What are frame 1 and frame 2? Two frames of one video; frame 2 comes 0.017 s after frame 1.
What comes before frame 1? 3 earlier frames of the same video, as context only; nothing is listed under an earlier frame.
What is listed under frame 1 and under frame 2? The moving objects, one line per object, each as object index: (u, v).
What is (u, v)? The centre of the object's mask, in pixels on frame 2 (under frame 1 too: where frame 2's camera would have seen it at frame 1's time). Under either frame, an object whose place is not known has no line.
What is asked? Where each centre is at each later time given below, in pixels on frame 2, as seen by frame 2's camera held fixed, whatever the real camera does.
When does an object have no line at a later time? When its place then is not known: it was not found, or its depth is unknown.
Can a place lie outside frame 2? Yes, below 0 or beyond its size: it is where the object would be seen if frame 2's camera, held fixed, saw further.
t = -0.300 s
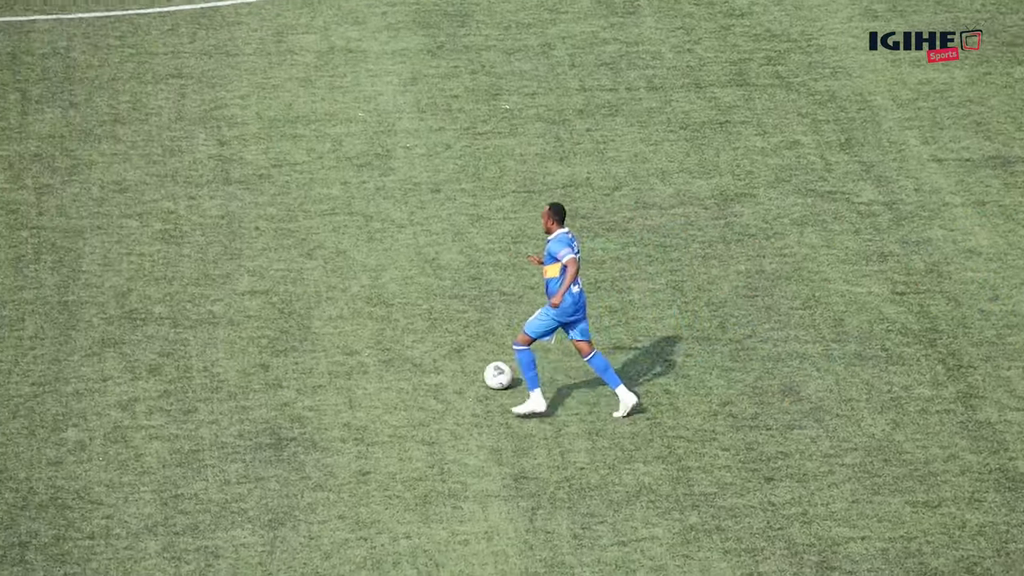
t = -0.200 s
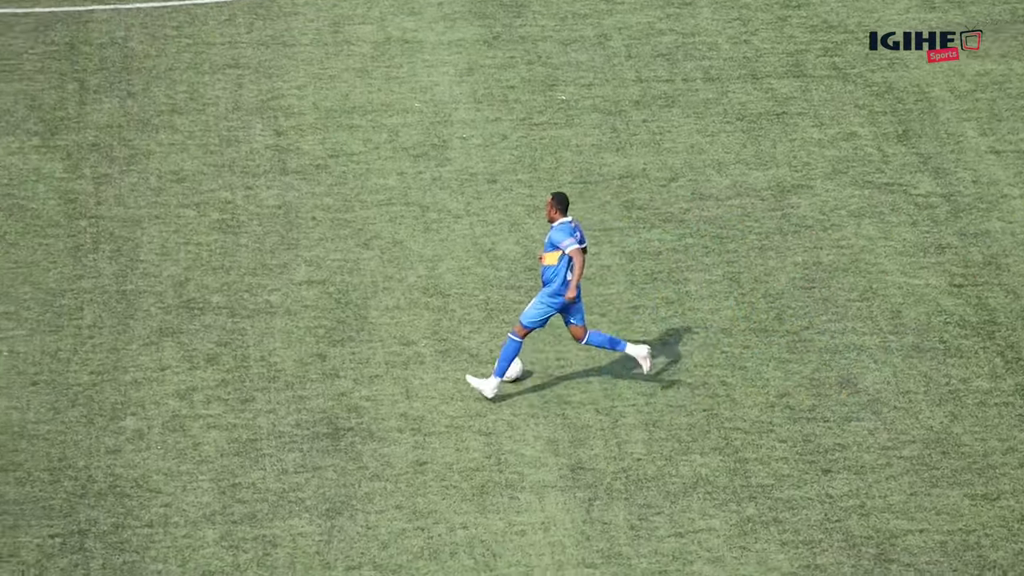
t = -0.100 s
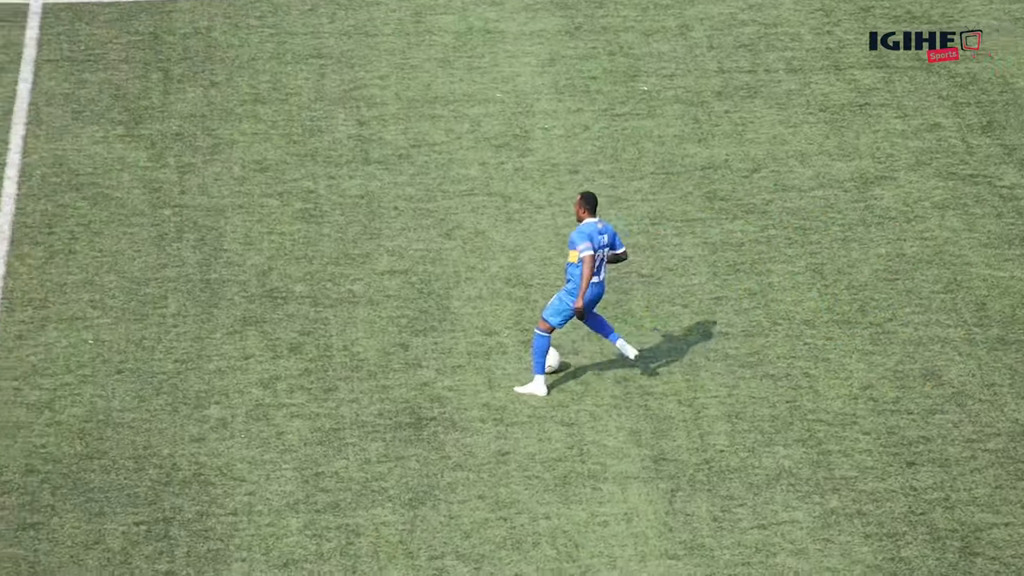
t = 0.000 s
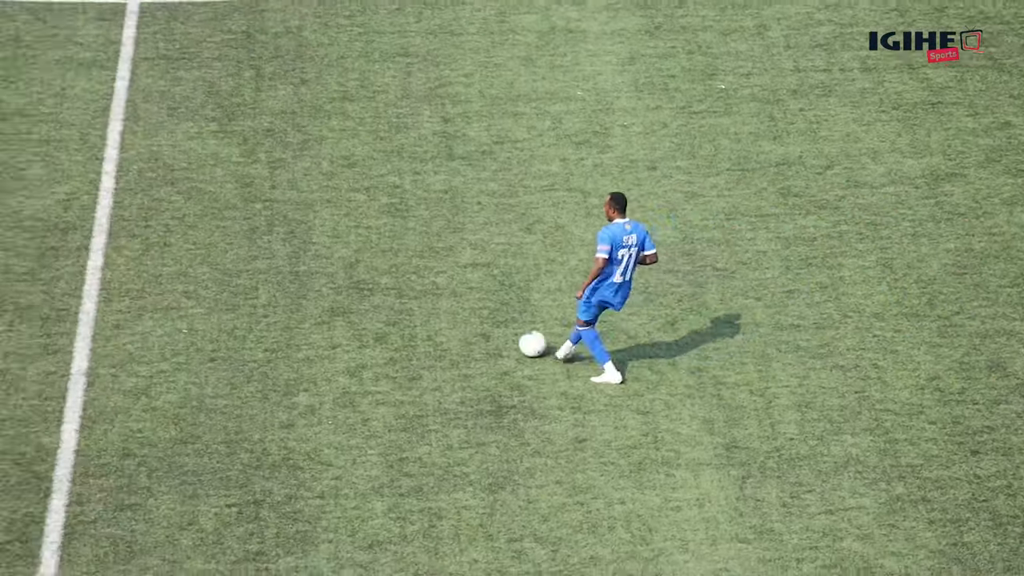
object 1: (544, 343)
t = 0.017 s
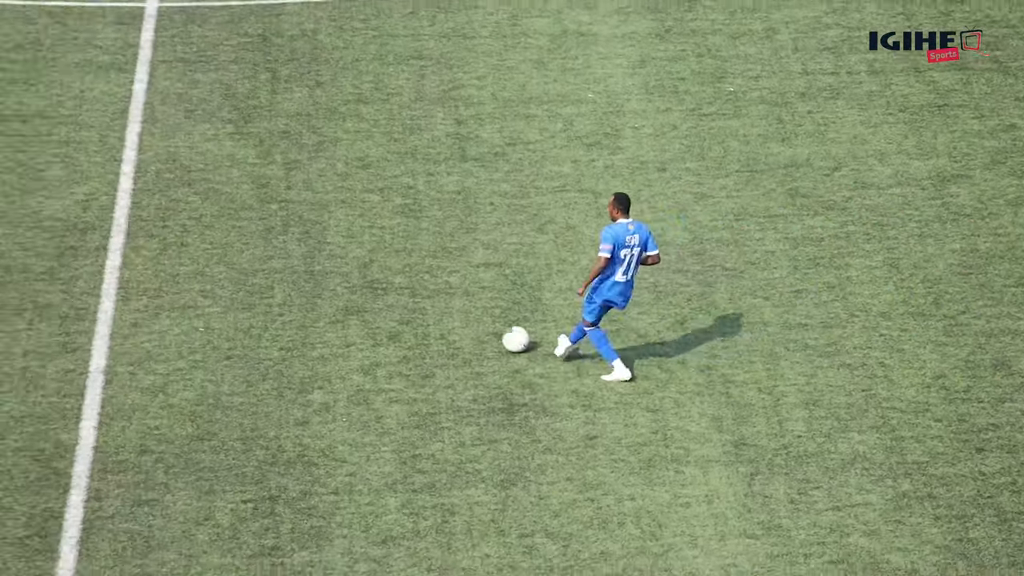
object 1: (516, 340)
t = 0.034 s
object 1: (488, 337)
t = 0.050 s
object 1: (460, 334)
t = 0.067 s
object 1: (433, 331)
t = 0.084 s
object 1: (407, 328)
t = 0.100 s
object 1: (380, 326)
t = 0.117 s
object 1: (354, 323)
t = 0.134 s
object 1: (328, 320)
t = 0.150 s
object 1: (302, 318)
